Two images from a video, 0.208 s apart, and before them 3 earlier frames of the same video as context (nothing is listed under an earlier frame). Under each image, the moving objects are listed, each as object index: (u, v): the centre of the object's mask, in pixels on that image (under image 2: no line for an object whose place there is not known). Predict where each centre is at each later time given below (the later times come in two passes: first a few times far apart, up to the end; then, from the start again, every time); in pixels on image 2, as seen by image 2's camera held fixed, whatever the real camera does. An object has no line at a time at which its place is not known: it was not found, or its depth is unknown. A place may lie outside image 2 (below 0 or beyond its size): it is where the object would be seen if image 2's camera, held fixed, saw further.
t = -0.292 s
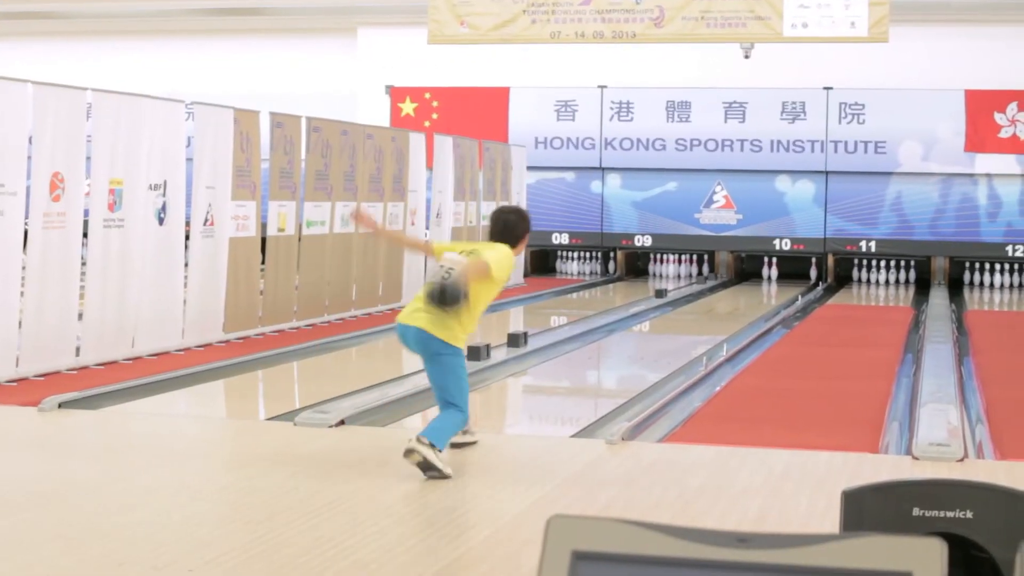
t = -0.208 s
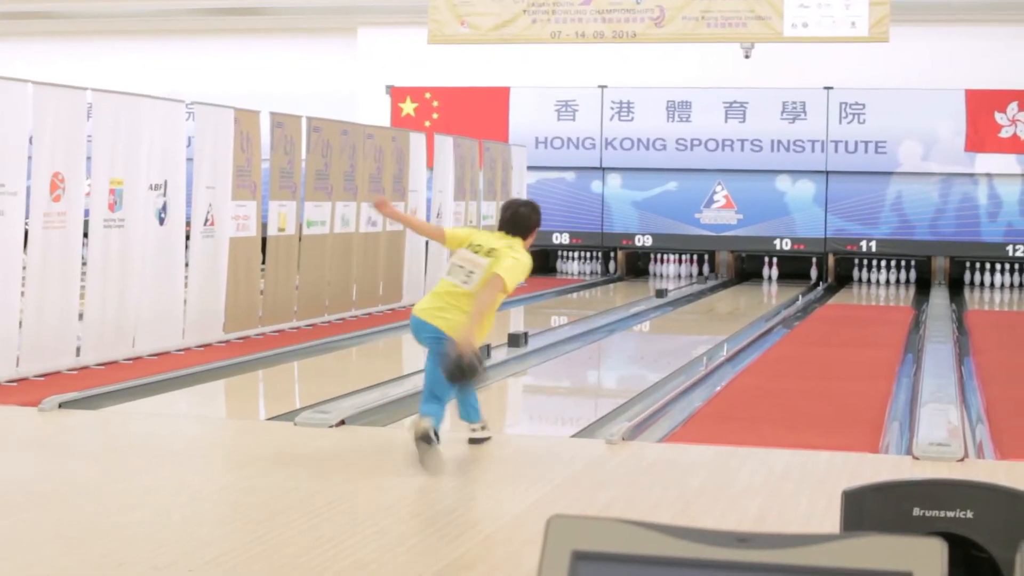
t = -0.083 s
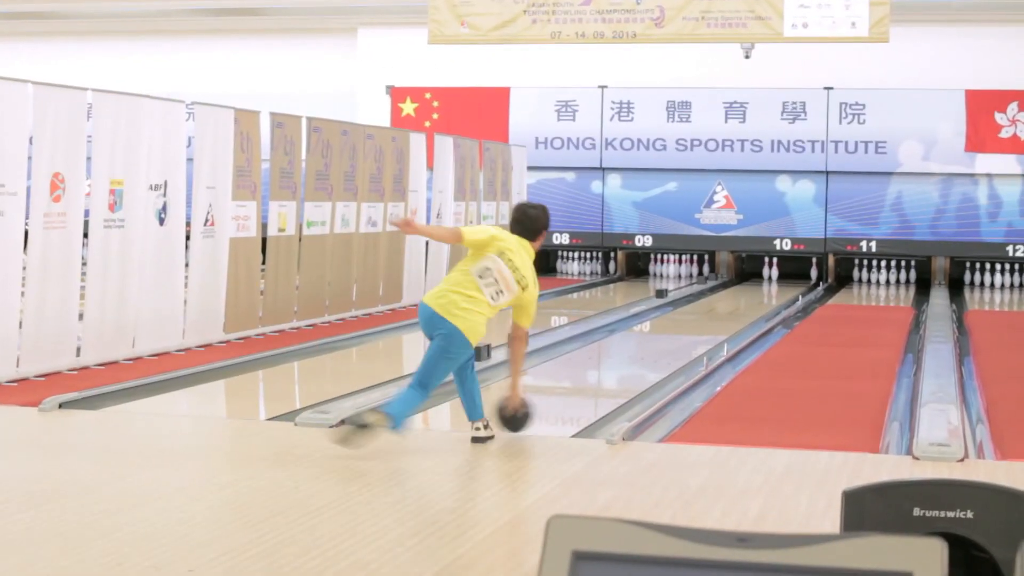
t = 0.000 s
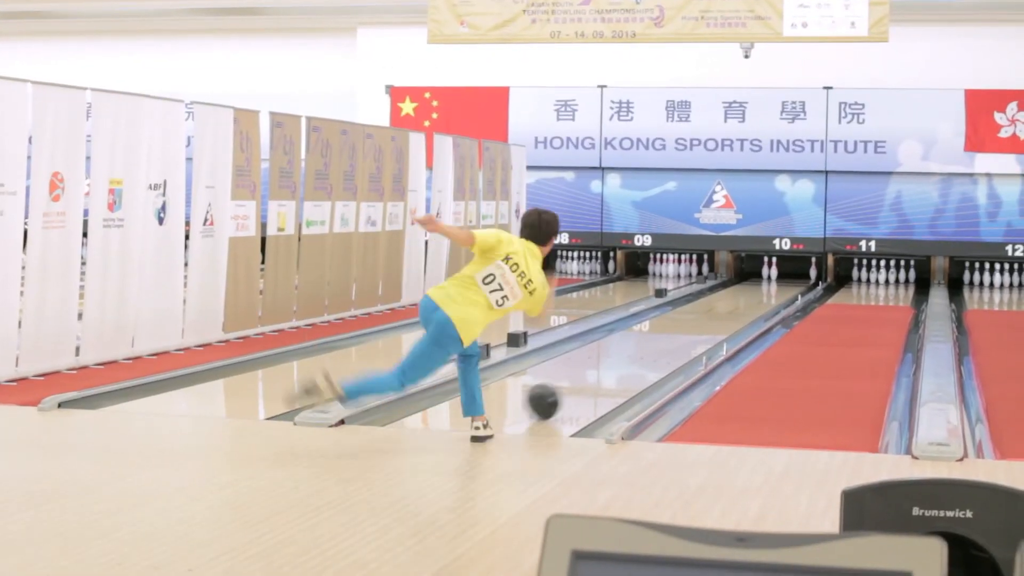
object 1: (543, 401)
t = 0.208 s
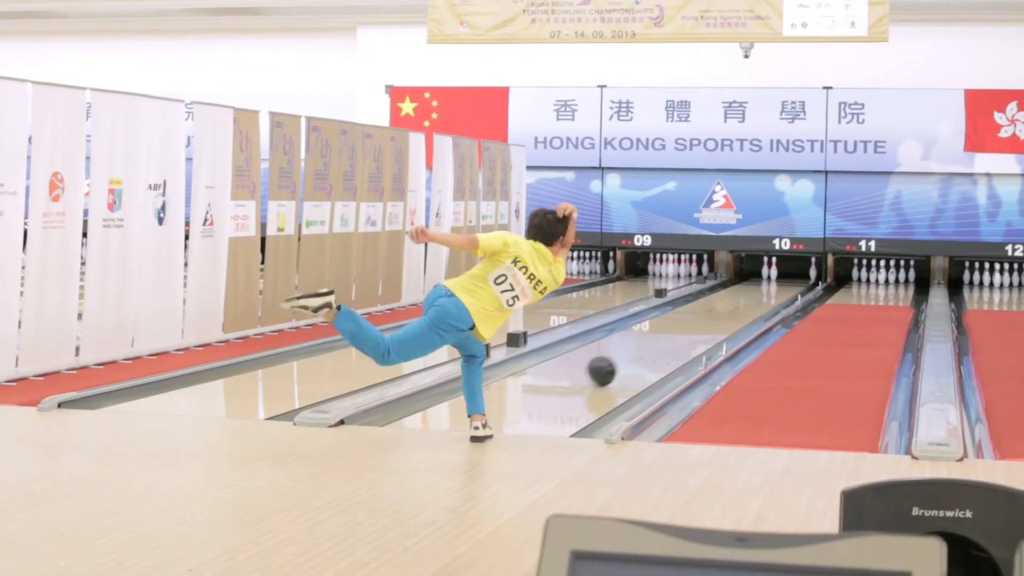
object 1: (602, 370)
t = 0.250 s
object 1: (611, 366)
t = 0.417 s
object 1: (644, 348)
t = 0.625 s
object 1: (675, 331)
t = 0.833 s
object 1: (700, 318)
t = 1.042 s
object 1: (719, 308)
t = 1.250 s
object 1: (734, 298)
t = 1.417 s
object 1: (744, 292)
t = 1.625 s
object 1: (754, 286)
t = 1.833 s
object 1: (761, 281)
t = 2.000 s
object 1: (763, 276)
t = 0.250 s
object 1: (611, 366)
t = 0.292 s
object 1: (620, 361)
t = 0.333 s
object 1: (628, 357)
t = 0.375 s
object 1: (636, 352)
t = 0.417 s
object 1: (644, 348)
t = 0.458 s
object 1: (650, 344)
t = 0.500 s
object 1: (657, 341)
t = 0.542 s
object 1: (663, 338)
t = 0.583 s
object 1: (669, 335)
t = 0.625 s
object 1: (675, 331)
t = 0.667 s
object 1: (680, 328)
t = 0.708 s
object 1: (686, 325)
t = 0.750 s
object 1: (690, 323)
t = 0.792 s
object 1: (696, 321)
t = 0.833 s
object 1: (700, 318)
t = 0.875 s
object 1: (704, 316)
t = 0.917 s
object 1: (708, 313)
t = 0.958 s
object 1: (712, 311)
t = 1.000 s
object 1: (715, 309)
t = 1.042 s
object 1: (719, 308)
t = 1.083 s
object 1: (723, 305)
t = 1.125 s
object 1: (726, 303)
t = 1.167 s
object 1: (729, 302)
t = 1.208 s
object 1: (732, 300)
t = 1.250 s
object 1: (734, 298)
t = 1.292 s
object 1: (737, 297)
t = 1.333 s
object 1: (739, 295)
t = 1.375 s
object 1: (742, 294)
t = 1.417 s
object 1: (744, 292)
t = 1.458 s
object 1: (746, 291)
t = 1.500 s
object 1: (748, 289)
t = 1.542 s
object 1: (751, 288)
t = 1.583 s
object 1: (752, 286)
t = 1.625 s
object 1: (754, 286)
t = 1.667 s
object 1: (755, 284)
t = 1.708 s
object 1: (757, 284)
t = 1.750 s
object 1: (758, 283)
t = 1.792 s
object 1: (759, 281)
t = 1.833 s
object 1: (761, 281)
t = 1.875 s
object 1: (762, 280)
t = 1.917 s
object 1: (762, 278)
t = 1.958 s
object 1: (762, 278)
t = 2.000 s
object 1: (763, 276)
